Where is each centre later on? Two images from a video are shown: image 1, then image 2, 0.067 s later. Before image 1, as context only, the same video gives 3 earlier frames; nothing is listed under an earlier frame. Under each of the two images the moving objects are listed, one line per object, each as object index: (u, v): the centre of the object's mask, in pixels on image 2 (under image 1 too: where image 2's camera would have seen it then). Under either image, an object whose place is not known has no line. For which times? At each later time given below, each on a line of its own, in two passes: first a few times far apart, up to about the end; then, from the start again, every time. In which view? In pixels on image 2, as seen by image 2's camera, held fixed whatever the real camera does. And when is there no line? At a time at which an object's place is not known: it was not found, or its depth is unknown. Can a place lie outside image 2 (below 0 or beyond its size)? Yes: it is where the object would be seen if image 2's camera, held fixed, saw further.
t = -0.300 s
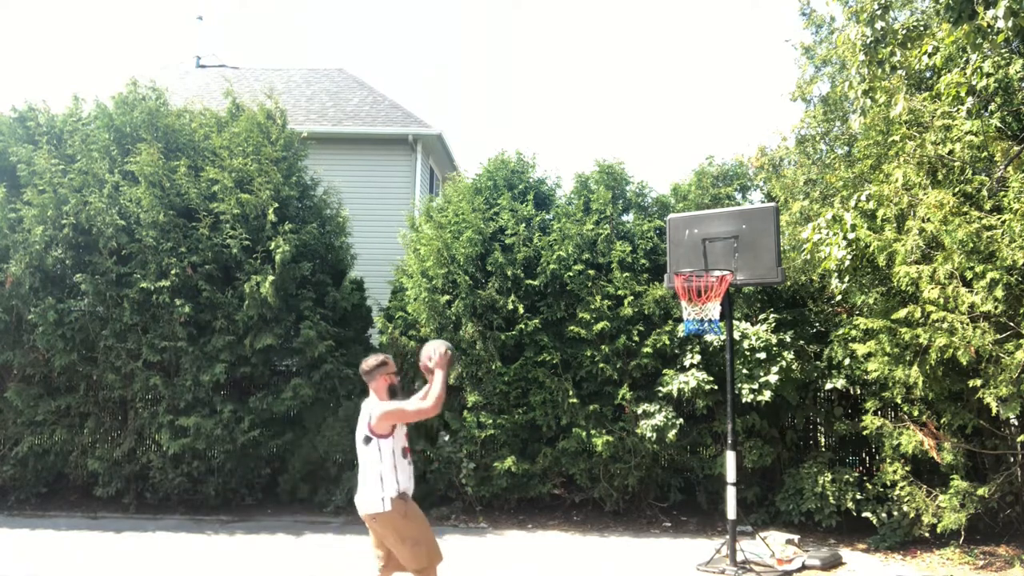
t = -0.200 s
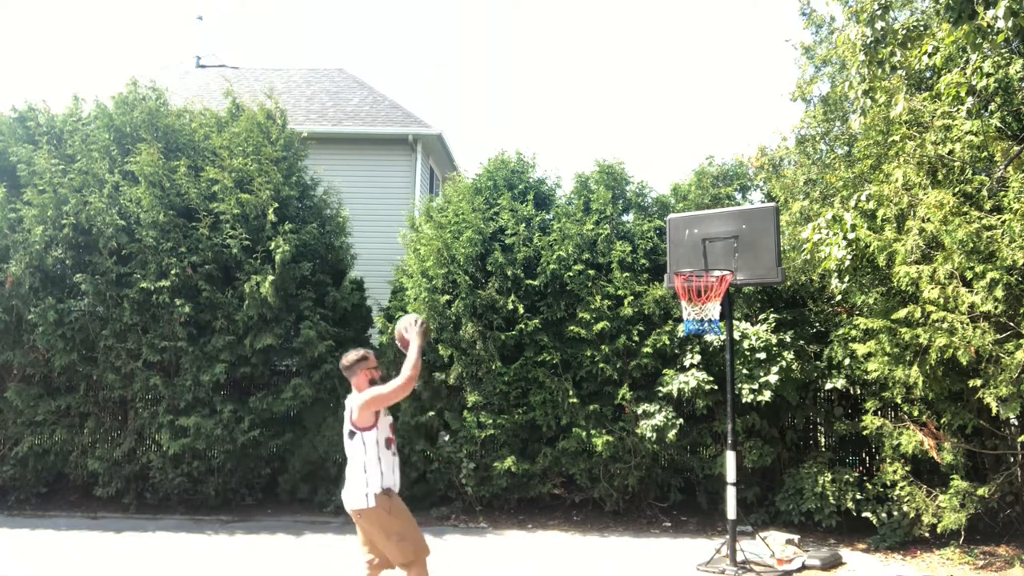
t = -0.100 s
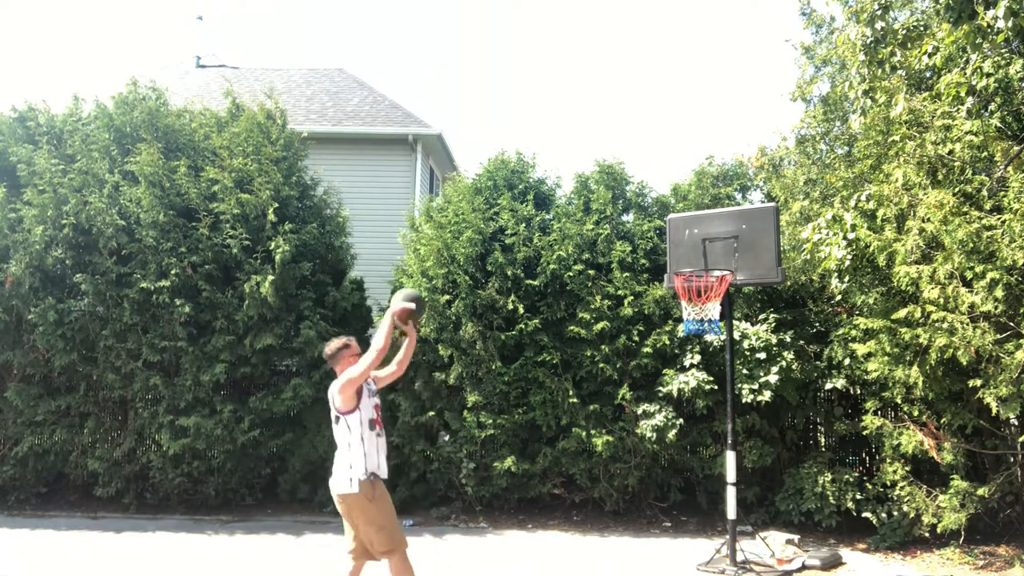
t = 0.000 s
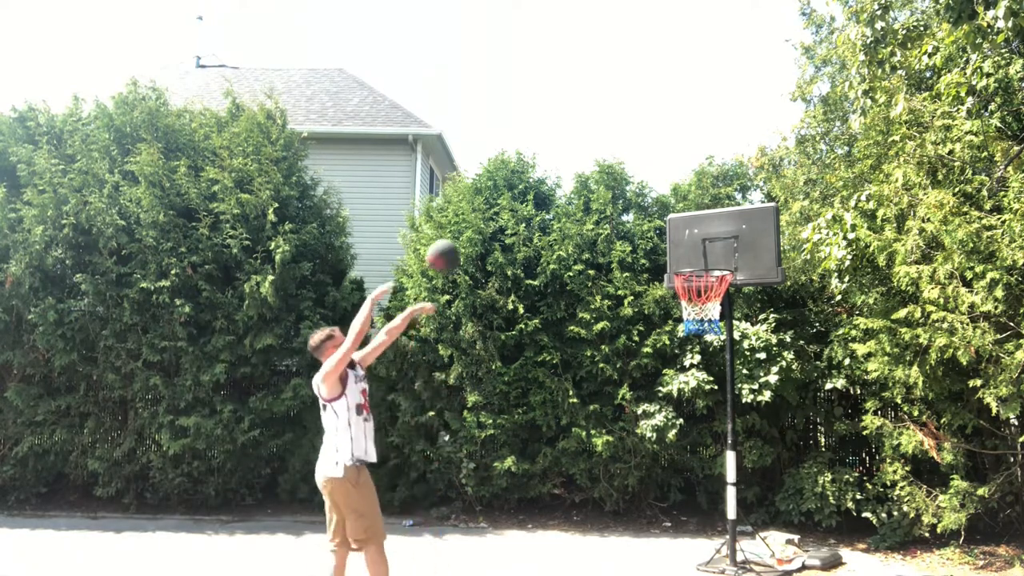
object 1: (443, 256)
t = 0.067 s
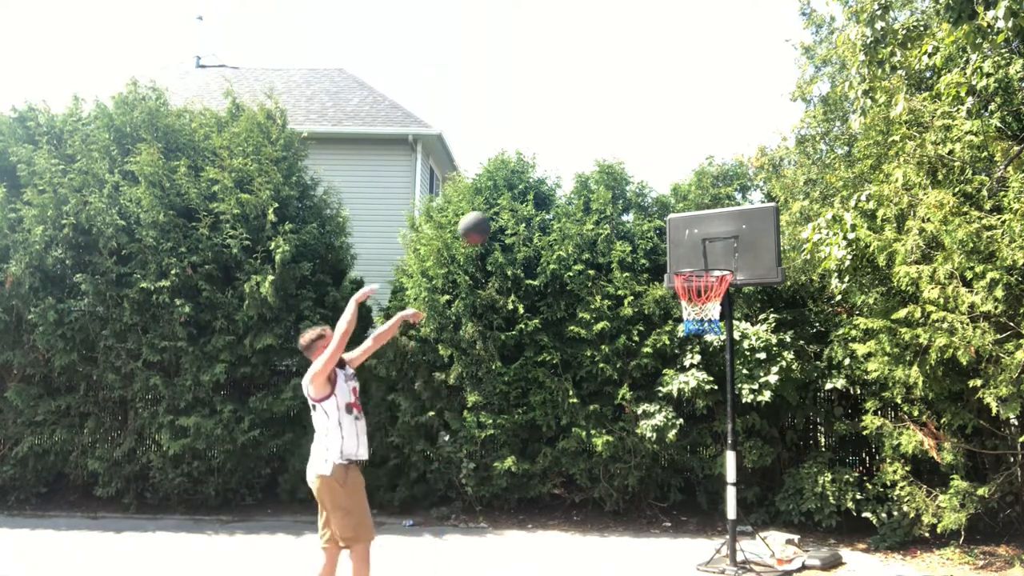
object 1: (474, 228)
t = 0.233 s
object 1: (546, 192)
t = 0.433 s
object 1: (620, 192)
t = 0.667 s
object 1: (696, 252)
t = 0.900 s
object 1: (697, 340)
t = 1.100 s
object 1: (676, 445)
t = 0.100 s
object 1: (489, 217)
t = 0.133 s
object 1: (504, 208)
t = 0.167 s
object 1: (518, 201)
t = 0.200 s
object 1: (532, 194)
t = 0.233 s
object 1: (546, 192)
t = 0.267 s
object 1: (559, 188)
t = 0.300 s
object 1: (574, 187)
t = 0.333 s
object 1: (586, 187)
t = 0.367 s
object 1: (596, 186)
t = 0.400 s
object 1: (608, 189)
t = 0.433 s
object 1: (620, 192)
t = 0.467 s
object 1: (631, 198)
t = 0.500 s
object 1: (643, 204)
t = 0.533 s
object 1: (653, 212)
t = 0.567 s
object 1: (664, 220)
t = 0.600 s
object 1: (675, 230)
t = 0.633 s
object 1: (685, 240)
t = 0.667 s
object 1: (696, 252)
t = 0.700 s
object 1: (706, 262)
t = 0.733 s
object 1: (713, 274)
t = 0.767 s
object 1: (709, 287)
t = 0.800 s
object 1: (706, 298)
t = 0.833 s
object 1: (694, 311)
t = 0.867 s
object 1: (702, 331)
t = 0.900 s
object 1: (697, 340)
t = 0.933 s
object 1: (693, 355)
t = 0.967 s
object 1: (690, 370)
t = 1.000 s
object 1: (685, 388)
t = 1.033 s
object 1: (682, 406)
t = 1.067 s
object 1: (680, 426)
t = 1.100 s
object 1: (676, 445)
